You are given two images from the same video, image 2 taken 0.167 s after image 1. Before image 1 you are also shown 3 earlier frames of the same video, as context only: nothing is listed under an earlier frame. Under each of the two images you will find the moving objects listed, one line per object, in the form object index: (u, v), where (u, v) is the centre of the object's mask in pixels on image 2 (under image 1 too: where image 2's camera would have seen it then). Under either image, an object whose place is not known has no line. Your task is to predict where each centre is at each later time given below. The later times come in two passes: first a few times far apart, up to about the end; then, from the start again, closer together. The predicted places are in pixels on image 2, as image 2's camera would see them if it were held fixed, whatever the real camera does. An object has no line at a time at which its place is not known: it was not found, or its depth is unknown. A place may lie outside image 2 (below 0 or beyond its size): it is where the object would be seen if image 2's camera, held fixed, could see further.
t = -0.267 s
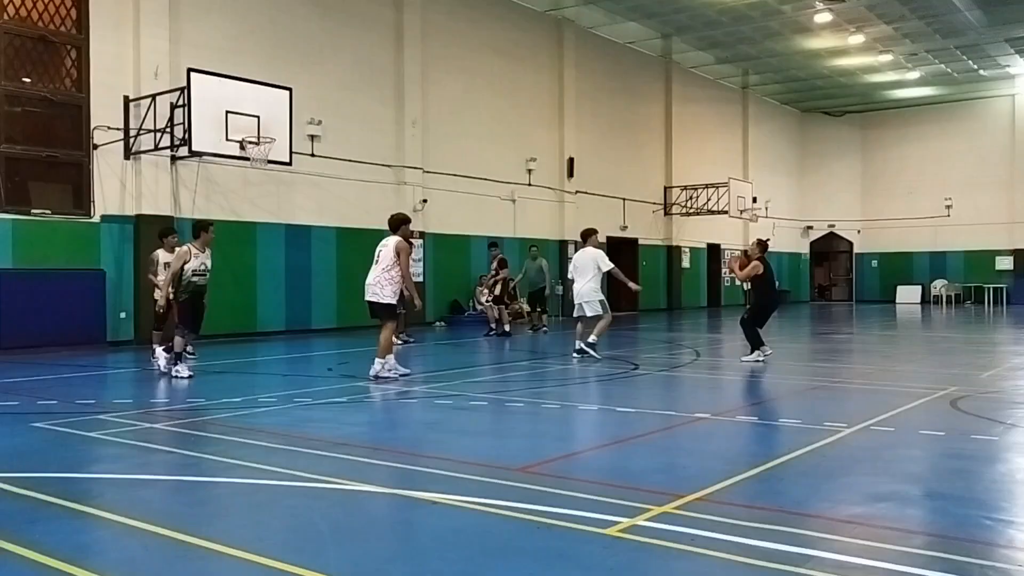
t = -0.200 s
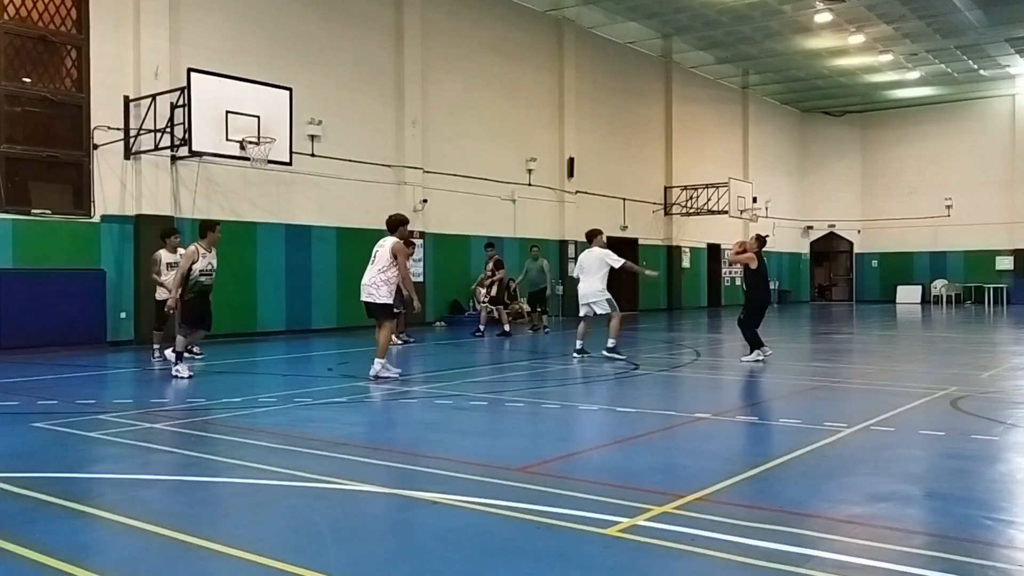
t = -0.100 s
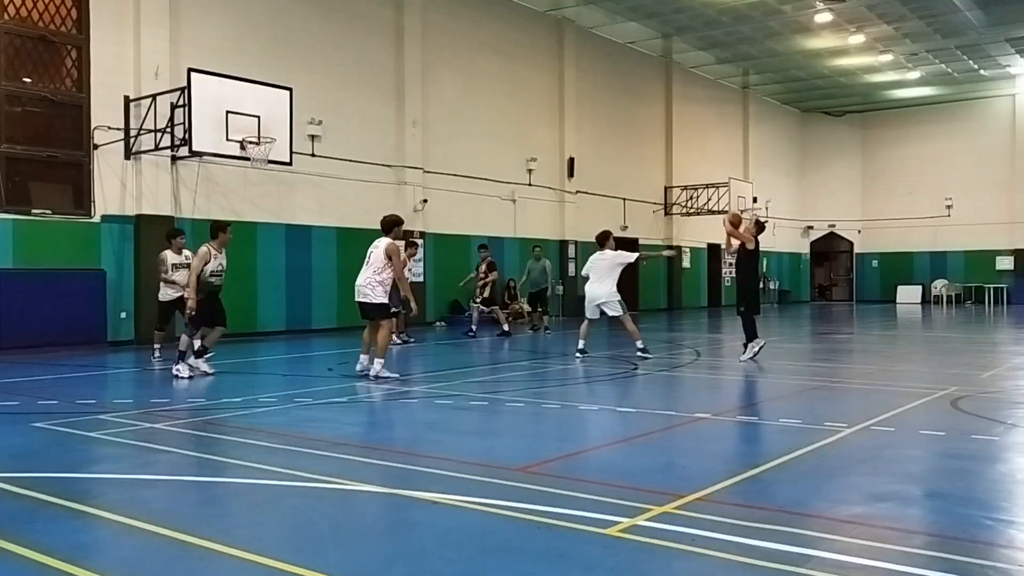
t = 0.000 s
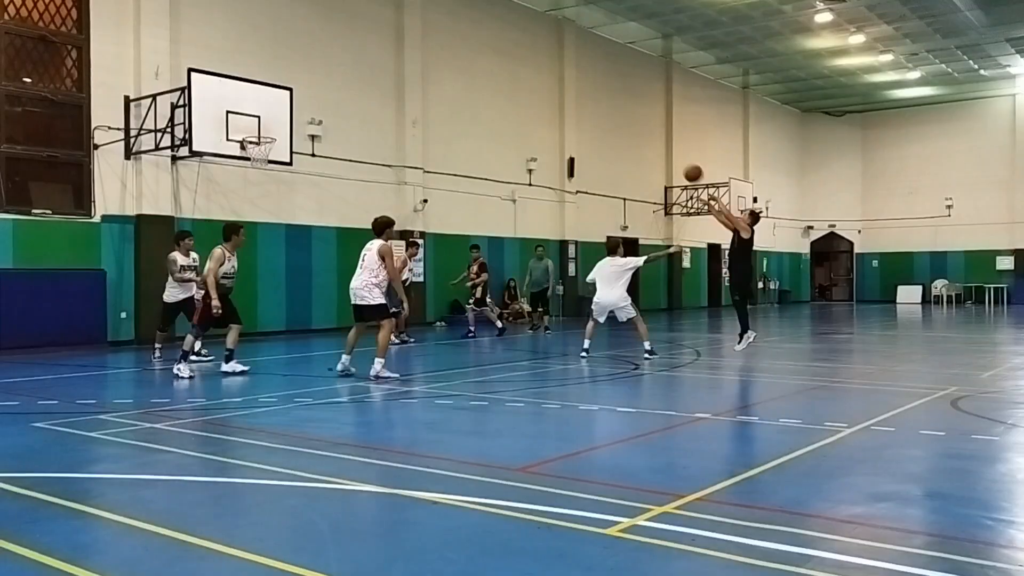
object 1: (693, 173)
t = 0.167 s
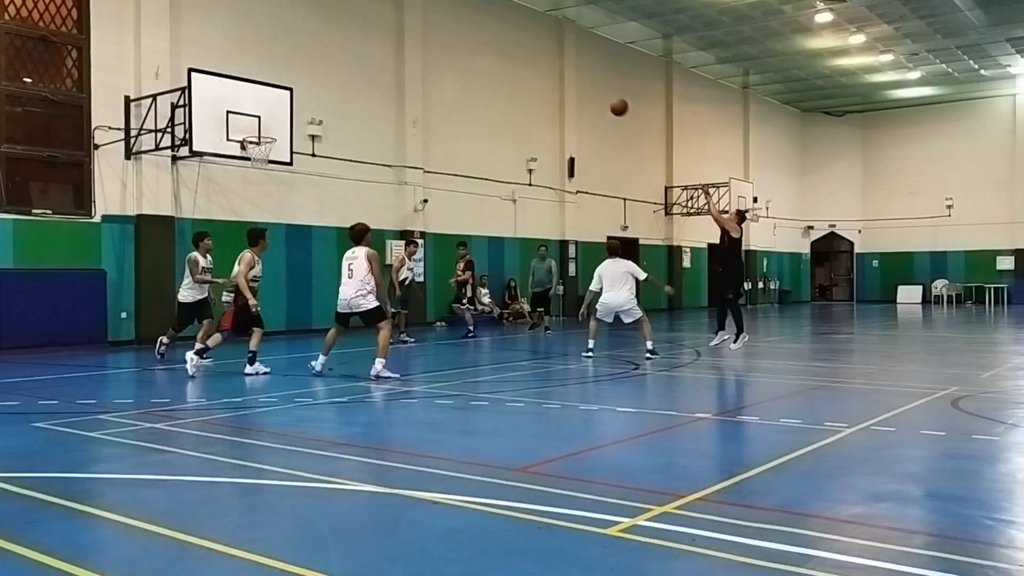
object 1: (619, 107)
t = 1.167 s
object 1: (266, 130)
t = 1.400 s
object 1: (257, 101)
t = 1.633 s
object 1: (263, 102)
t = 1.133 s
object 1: (273, 131)
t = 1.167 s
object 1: (266, 130)
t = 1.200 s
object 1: (260, 126)
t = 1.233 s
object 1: (255, 122)
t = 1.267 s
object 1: (254, 116)
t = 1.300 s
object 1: (255, 111)
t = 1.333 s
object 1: (255, 107)
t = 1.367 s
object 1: (256, 103)
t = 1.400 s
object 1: (257, 101)
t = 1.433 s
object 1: (258, 99)
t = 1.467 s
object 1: (259, 97)
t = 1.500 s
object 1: (259, 97)
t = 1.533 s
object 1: (260, 97)
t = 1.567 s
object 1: (261, 98)
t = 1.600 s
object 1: (262, 99)
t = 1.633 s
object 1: (263, 102)
